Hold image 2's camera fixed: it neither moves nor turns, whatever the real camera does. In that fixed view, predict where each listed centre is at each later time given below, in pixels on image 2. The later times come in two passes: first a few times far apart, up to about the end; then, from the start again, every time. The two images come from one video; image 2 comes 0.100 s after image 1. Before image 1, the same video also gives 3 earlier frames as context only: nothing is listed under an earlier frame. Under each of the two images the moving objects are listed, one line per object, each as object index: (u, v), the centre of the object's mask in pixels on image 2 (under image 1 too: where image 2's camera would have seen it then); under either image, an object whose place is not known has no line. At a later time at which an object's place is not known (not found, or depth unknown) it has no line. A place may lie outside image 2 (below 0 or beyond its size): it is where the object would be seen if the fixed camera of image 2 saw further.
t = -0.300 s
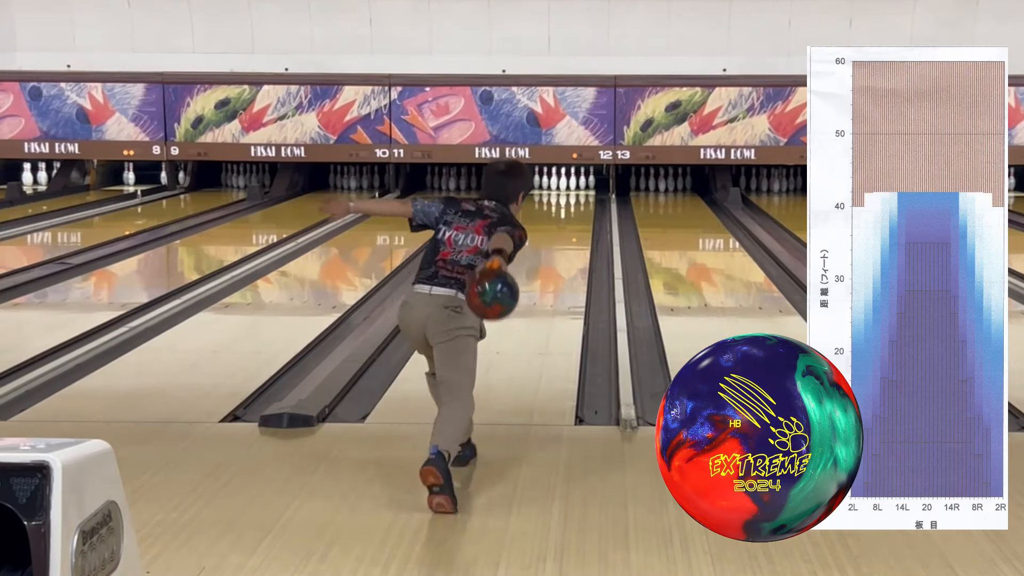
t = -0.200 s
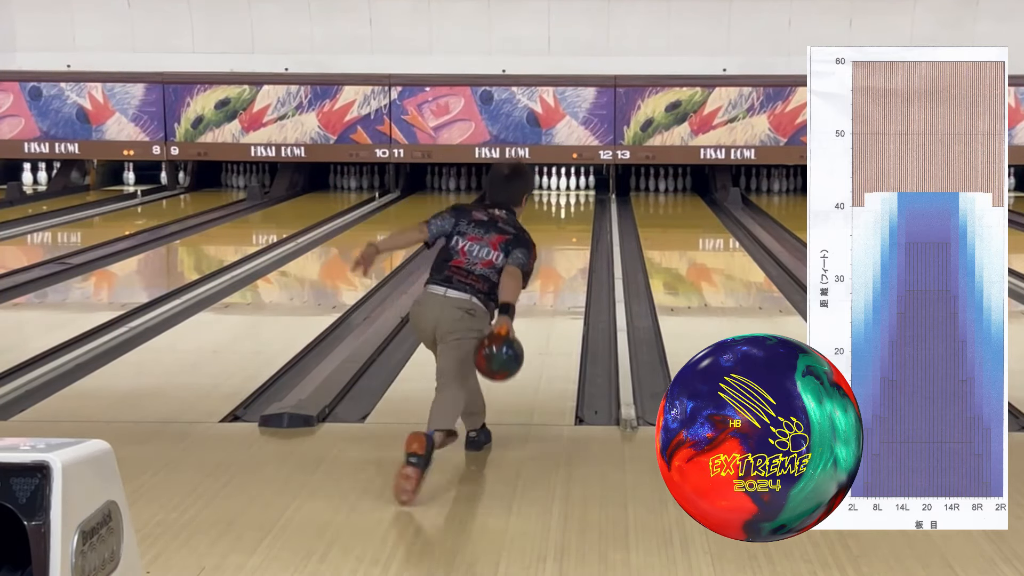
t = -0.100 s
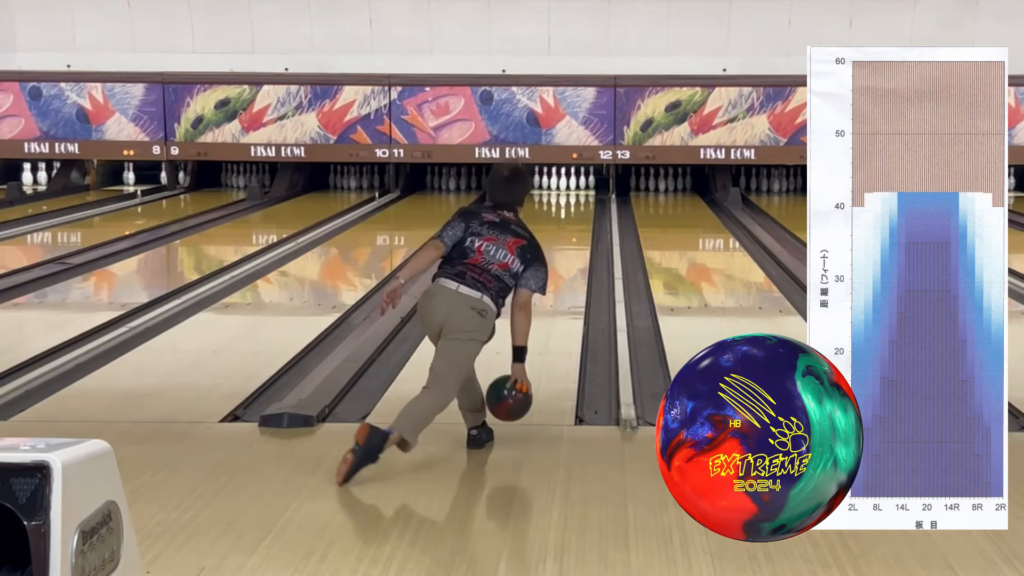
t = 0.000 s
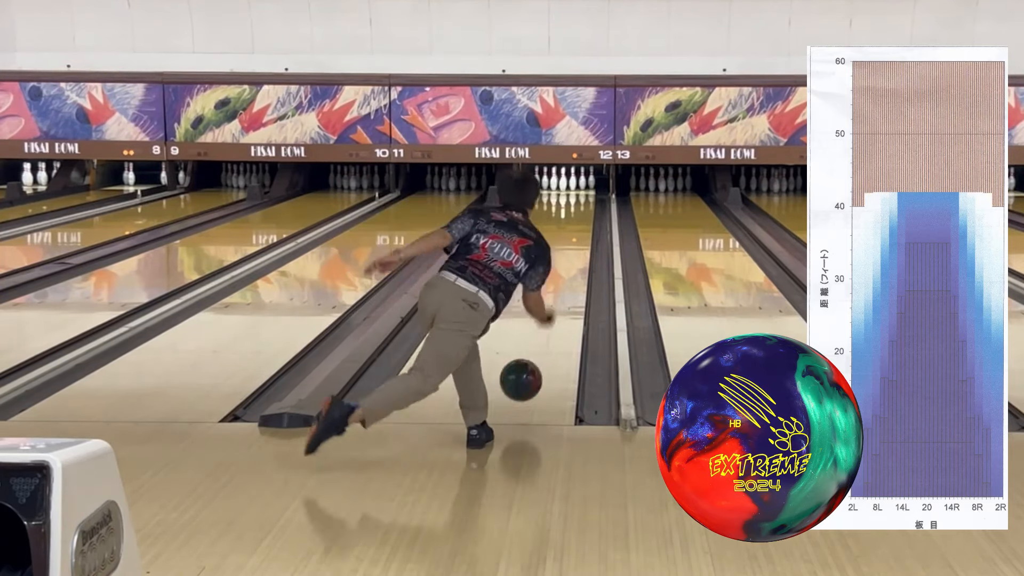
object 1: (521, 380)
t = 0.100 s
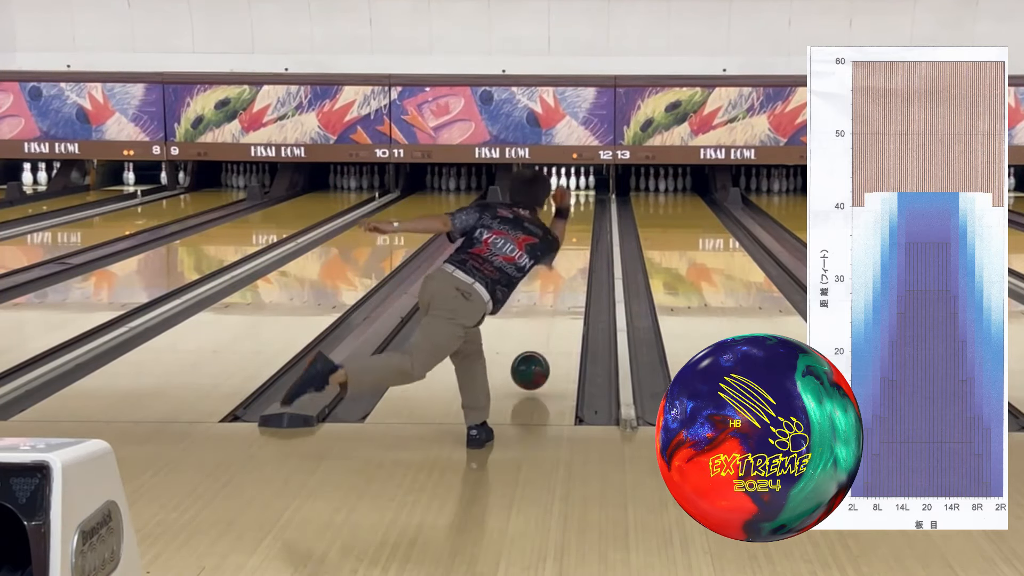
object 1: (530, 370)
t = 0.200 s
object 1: (538, 352)
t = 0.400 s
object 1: (549, 317)
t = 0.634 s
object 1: (559, 287)
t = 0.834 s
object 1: (566, 267)
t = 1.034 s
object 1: (570, 250)
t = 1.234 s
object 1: (573, 237)
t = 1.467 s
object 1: (576, 224)
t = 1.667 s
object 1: (577, 215)
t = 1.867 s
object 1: (578, 207)
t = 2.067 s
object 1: (578, 200)
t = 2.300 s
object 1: (575, 193)
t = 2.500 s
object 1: (571, 188)
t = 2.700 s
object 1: (568, 185)
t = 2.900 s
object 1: (565, 183)
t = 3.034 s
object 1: (561, 183)
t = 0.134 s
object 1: (533, 365)
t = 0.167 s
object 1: (535, 358)
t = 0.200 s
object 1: (538, 352)
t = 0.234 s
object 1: (540, 345)
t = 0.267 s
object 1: (542, 339)
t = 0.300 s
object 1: (544, 333)
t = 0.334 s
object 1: (546, 328)
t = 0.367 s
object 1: (548, 322)
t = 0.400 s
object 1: (549, 317)
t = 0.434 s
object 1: (551, 312)
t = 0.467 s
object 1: (553, 307)
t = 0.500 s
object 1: (554, 303)
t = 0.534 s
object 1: (555, 299)
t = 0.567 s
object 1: (557, 295)
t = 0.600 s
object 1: (558, 291)
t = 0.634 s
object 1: (559, 287)
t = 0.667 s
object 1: (560, 283)
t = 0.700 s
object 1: (562, 280)
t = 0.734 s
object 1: (562, 277)
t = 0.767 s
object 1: (564, 273)
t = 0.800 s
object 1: (565, 270)
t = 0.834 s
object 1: (566, 267)
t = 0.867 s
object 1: (566, 264)
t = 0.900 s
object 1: (567, 261)
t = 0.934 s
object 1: (568, 258)
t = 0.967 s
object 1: (568, 256)
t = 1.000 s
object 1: (569, 253)
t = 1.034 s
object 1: (570, 250)
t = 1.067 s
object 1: (570, 248)
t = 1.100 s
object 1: (571, 246)
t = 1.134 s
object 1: (571, 243)
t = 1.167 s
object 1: (572, 241)
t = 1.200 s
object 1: (572, 239)
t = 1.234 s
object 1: (573, 237)
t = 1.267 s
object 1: (574, 235)
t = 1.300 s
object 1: (574, 233)
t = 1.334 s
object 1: (574, 231)
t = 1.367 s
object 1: (575, 229)
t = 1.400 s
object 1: (575, 228)
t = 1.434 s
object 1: (575, 226)
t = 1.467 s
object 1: (576, 224)
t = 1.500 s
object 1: (576, 222)
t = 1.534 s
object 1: (576, 221)
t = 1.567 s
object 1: (577, 219)
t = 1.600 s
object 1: (577, 217)
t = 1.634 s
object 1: (577, 216)
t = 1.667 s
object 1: (577, 215)
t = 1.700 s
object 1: (577, 213)
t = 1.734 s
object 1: (578, 212)
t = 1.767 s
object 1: (578, 211)
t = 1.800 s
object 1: (578, 209)
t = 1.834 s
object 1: (578, 208)
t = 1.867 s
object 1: (578, 207)
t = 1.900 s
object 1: (578, 205)
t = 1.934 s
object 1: (578, 204)
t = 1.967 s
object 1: (578, 203)
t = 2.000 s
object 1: (578, 202)
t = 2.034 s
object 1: (578, 201)
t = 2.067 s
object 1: (578, 200)
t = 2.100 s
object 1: (577, 199)
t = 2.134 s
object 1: (577, 198)
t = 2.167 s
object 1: (577, 197)
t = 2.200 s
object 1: (576, 196)
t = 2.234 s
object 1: (576, 195)
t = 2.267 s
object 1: (575, 194)
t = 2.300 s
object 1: (575, 193)
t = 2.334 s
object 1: (574, 192)
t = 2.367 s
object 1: (574, 191)
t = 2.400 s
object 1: (573, 190)
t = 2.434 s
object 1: (573, 190)
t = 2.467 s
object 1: (572, 189)
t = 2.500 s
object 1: (571, 188)
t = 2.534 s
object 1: (570, 187)
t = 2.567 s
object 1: (569, 187)
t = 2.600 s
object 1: (568, 186)
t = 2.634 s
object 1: (568, 186)
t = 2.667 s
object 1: (568, 185)
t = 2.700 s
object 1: (568, 185)
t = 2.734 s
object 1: (567, 184)
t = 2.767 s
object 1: (567, 184)
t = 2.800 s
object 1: (567, 183)
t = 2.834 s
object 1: (566, 183)
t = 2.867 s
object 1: (566, 183)
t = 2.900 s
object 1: (565, 183)
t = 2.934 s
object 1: (564, 182)
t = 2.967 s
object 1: (563, 182)
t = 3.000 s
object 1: (561, 183)
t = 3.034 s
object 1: (561, 183)
